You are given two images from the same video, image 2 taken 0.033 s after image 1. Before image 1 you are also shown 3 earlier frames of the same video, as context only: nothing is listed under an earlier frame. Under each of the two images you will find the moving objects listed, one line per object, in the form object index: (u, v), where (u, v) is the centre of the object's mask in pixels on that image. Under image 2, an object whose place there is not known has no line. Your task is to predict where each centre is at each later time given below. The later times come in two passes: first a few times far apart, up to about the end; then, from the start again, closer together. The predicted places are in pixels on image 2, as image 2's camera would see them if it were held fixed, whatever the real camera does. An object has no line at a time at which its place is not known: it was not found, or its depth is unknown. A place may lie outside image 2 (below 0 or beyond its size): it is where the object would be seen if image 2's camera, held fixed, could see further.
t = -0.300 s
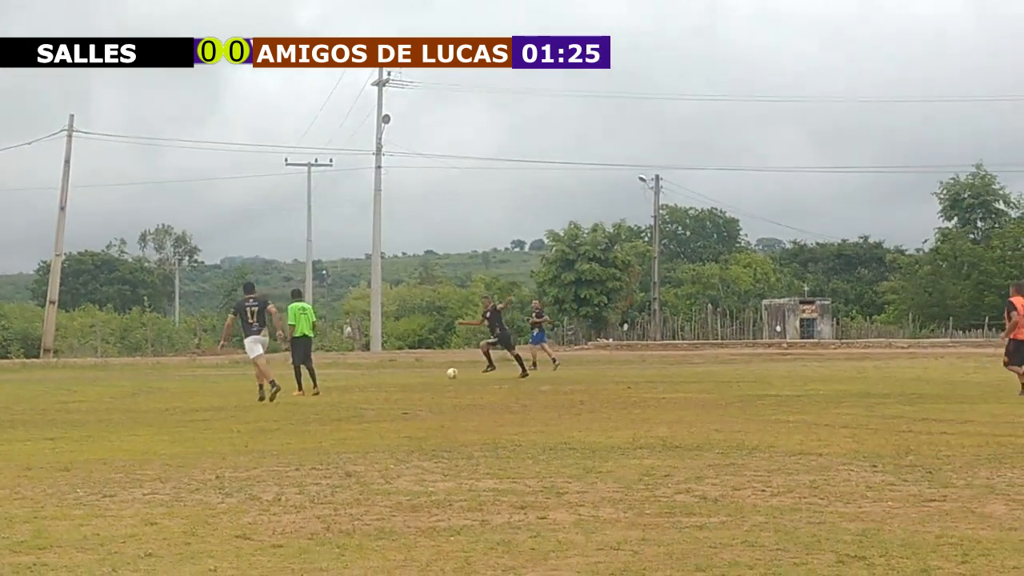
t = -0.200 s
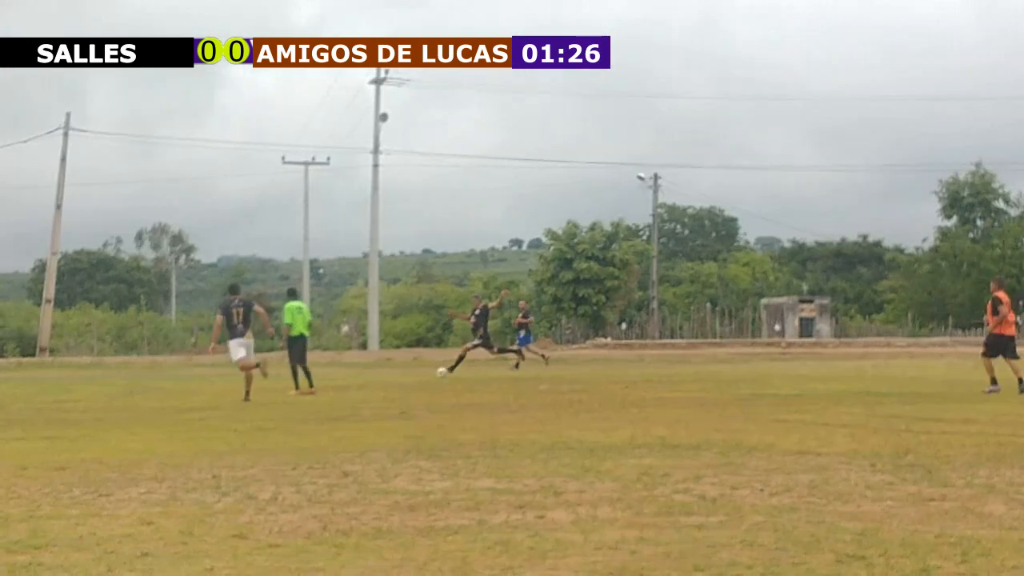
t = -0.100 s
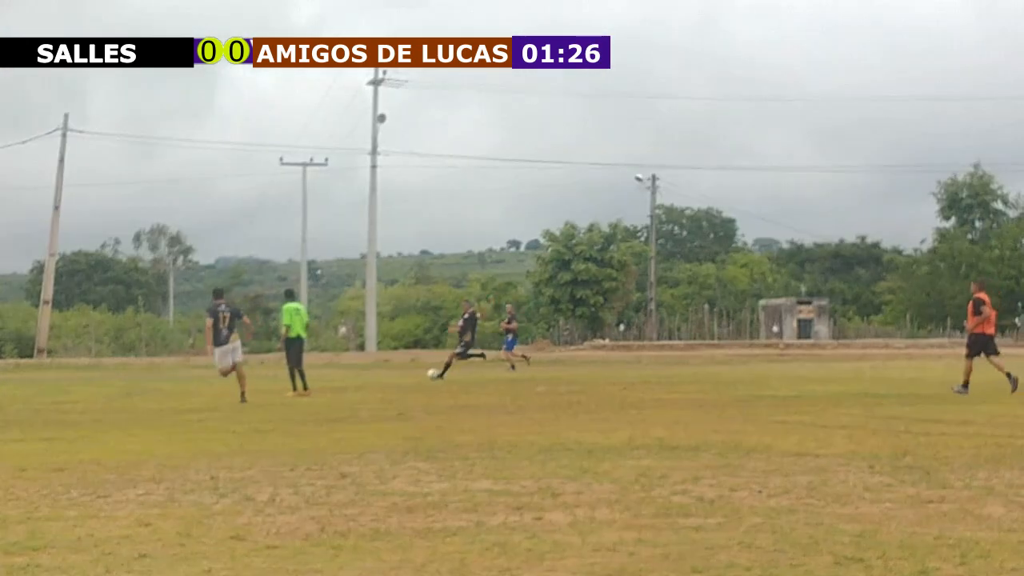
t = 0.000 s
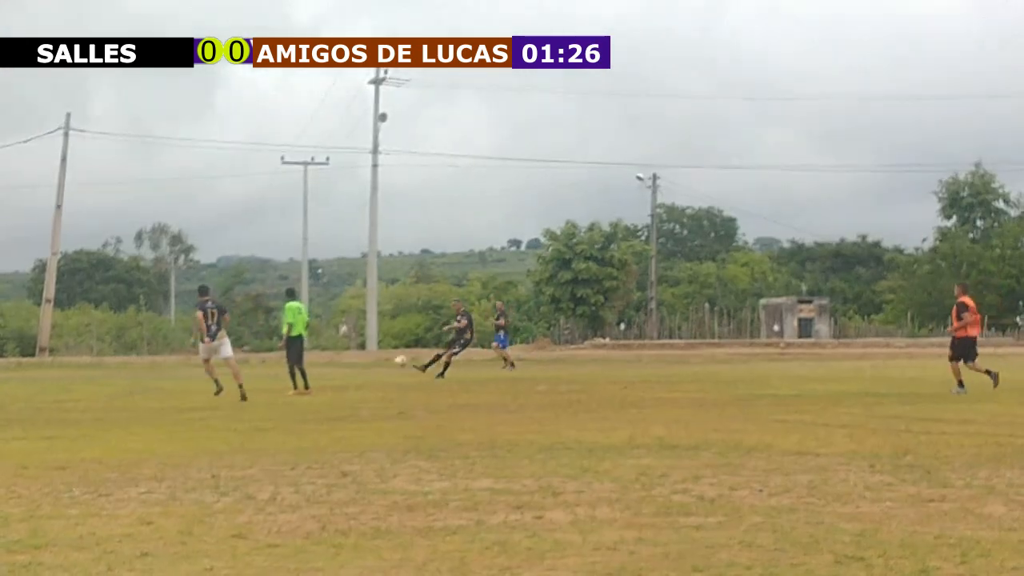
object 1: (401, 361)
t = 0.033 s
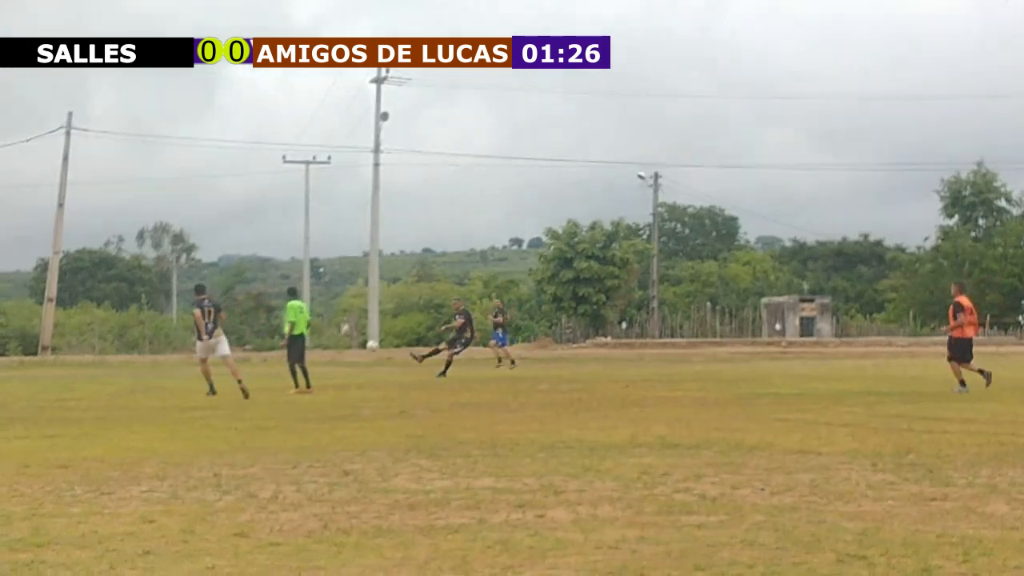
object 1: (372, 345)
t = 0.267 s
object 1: (159, 256)
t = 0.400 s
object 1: (22, 212)
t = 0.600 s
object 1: (-171, 141)
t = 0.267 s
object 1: (159, 256)
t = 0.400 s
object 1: (22, 212)
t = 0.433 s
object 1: (-17, 198)
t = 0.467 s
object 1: (-37, 186)
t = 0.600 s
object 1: (-171, 141)
